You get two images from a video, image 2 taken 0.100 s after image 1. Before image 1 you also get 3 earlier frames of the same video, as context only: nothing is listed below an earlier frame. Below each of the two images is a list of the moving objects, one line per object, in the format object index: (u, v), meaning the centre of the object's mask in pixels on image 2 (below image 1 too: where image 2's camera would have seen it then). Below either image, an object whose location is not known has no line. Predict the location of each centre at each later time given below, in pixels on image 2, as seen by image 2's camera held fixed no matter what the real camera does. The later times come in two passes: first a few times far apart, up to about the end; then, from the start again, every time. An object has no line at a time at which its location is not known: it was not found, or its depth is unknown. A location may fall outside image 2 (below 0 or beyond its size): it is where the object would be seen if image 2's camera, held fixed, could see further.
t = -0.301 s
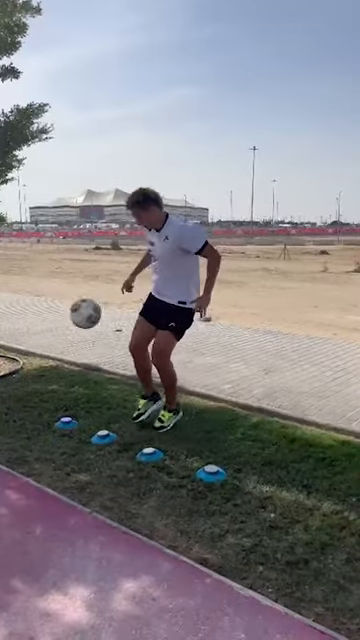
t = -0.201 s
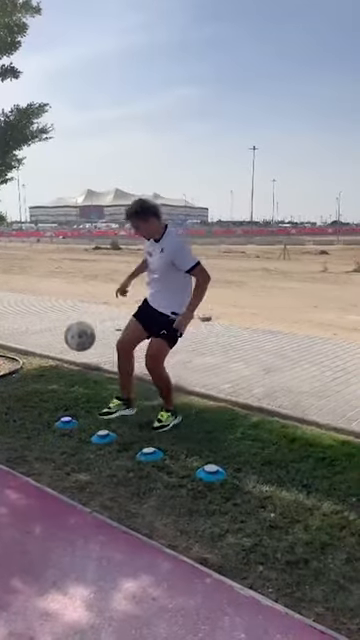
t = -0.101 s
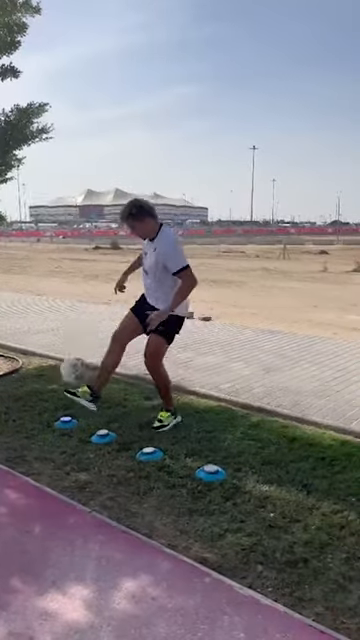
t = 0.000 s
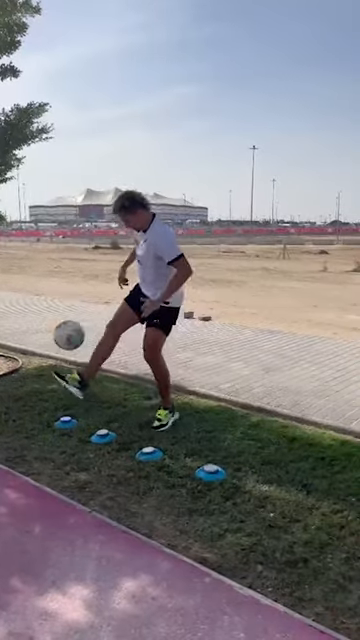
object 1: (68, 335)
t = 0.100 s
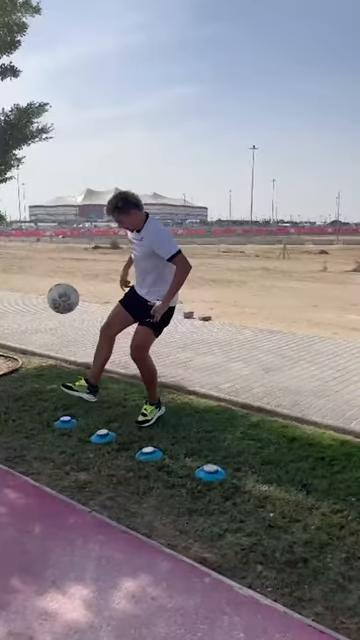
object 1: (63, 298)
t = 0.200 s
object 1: (57, 273)
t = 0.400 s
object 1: (48, 267)
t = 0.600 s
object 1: (42, 317)
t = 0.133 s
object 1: (61, 288)
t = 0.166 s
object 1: (59, 280)
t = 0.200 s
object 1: (57, 273)
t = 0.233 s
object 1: (56, 268)
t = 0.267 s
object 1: (54, 266)
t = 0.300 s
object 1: (52, 263)
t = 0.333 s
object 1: (51, 263)
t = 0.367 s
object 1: (50, 264)
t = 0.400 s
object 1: (48, 267)
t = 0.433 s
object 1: (47, 271)
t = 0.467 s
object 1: (46, 277)
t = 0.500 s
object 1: (45, 285)
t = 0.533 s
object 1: (44, 294)
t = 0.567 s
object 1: (42, 305)
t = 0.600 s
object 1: (42, 317)
